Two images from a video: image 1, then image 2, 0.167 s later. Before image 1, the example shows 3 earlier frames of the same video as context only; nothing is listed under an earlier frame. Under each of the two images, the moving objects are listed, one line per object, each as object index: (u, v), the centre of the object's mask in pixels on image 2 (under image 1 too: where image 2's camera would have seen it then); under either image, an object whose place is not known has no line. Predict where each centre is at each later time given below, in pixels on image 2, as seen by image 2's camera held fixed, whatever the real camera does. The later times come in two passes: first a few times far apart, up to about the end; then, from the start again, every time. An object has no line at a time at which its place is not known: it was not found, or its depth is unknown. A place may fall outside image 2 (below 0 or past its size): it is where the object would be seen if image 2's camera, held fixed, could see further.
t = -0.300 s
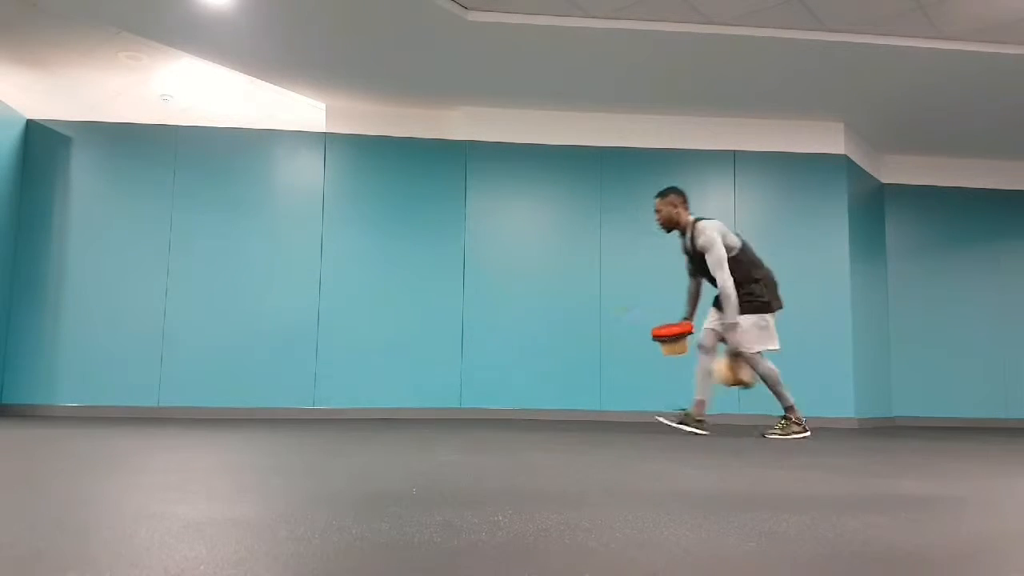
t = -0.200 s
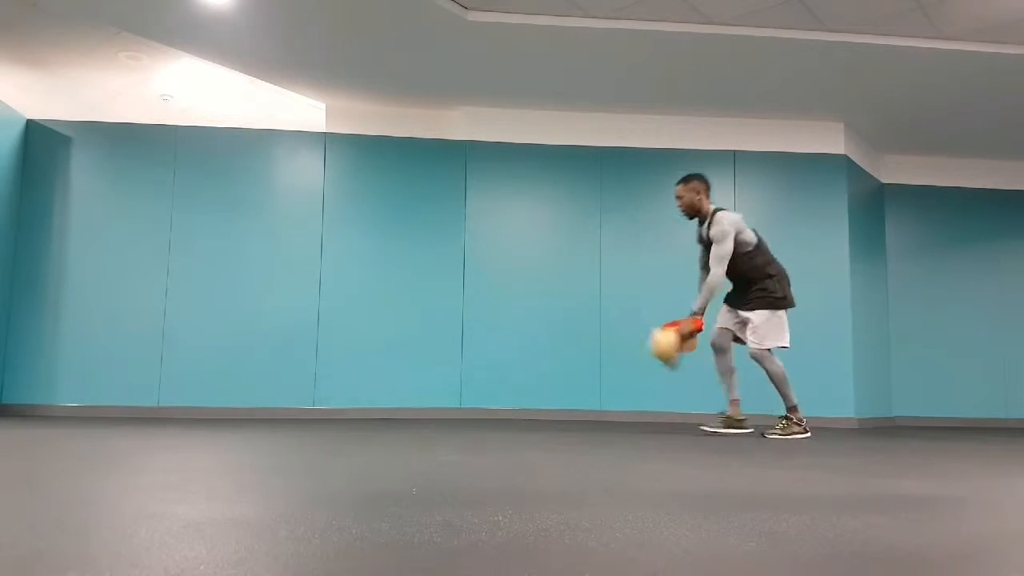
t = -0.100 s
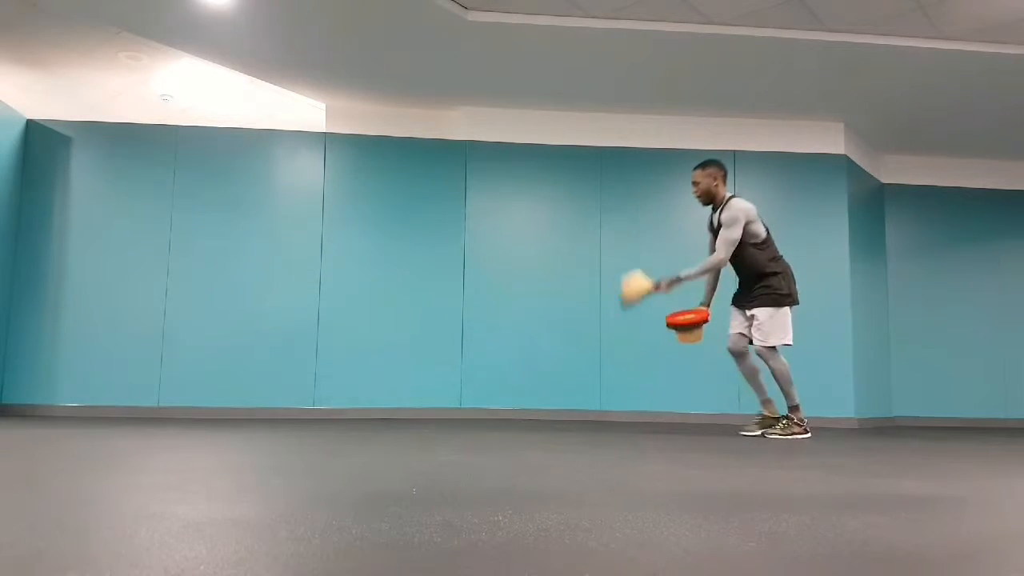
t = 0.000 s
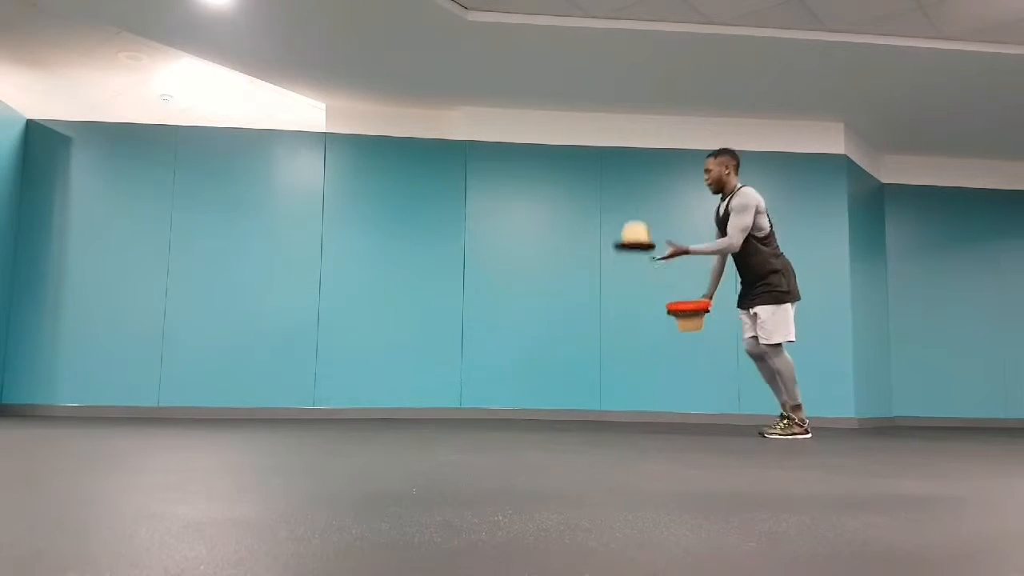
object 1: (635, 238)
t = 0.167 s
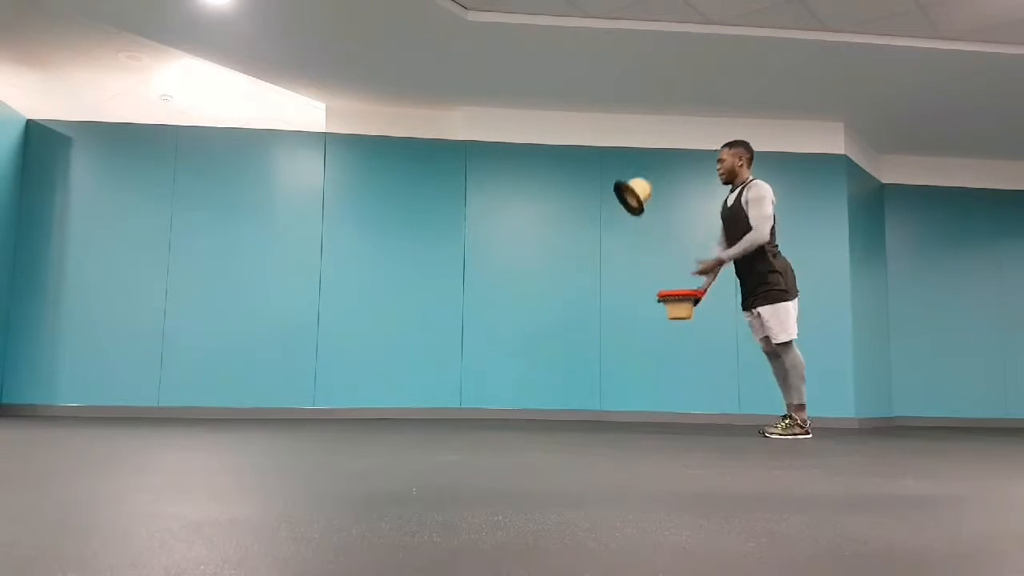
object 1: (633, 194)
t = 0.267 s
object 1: (632, 188)
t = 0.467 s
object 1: (631, 217)
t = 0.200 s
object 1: (633, 191)
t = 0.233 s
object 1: (633, 188)
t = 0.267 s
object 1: (632, 188)
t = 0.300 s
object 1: (632, 189)
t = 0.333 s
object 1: (632, 191)
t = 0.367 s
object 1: (632, 195)
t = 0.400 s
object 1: (632, 201)
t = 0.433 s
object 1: (632, 209)
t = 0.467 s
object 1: (631, 217)
